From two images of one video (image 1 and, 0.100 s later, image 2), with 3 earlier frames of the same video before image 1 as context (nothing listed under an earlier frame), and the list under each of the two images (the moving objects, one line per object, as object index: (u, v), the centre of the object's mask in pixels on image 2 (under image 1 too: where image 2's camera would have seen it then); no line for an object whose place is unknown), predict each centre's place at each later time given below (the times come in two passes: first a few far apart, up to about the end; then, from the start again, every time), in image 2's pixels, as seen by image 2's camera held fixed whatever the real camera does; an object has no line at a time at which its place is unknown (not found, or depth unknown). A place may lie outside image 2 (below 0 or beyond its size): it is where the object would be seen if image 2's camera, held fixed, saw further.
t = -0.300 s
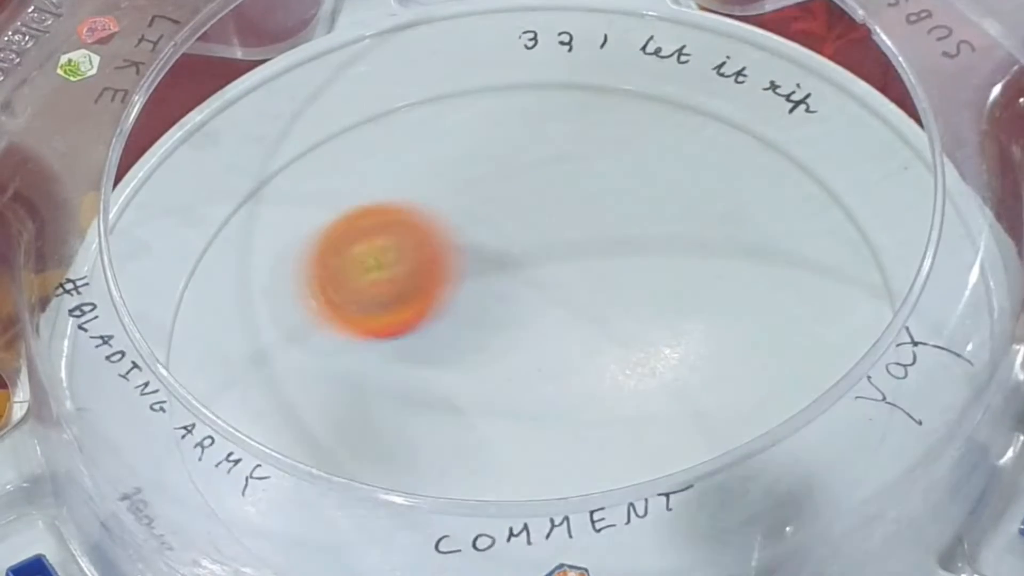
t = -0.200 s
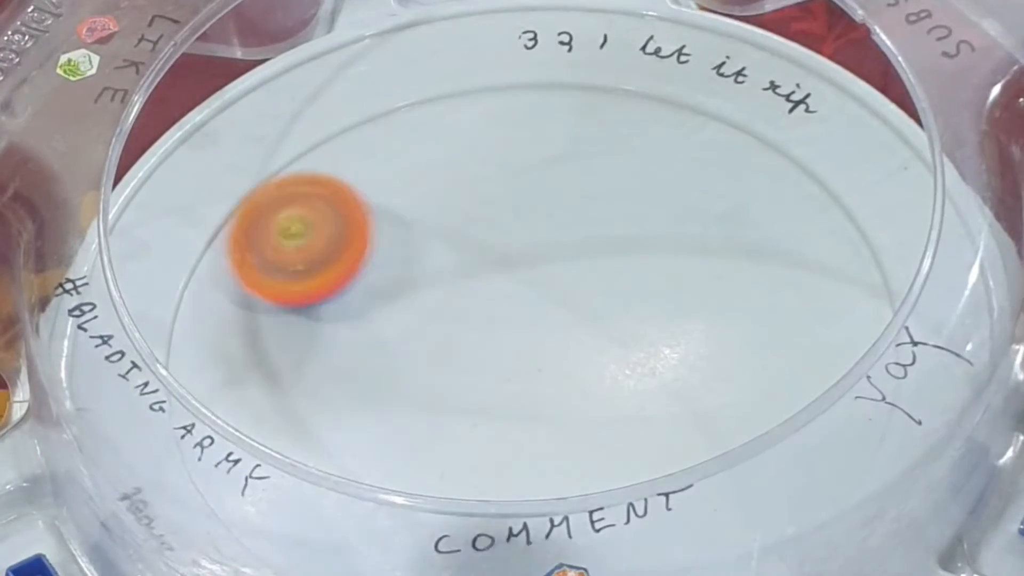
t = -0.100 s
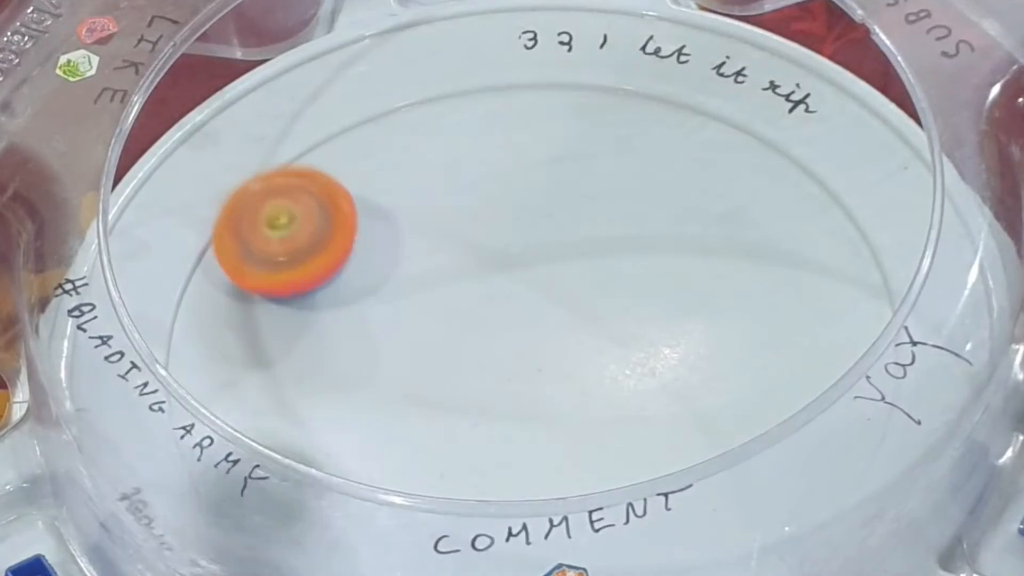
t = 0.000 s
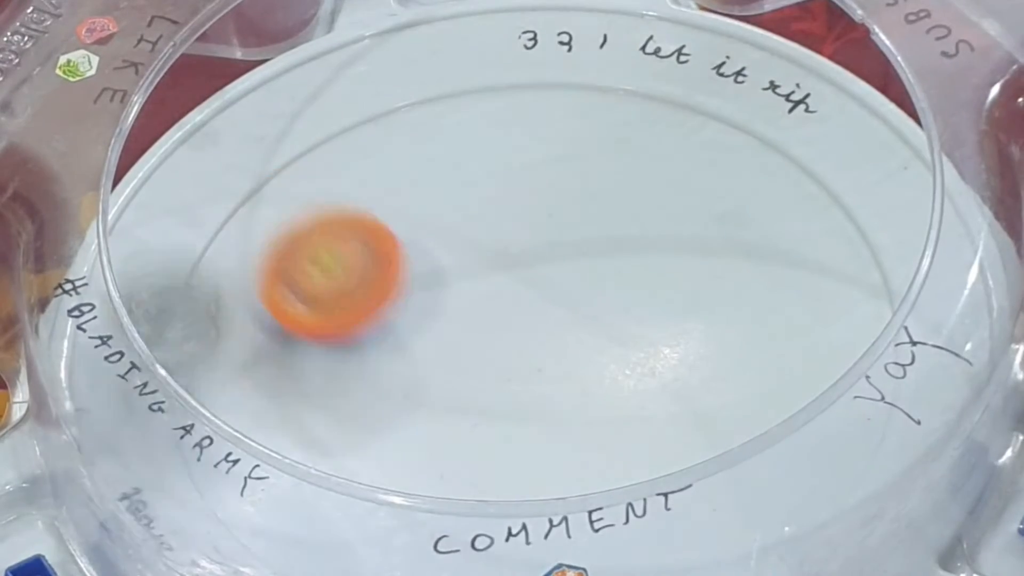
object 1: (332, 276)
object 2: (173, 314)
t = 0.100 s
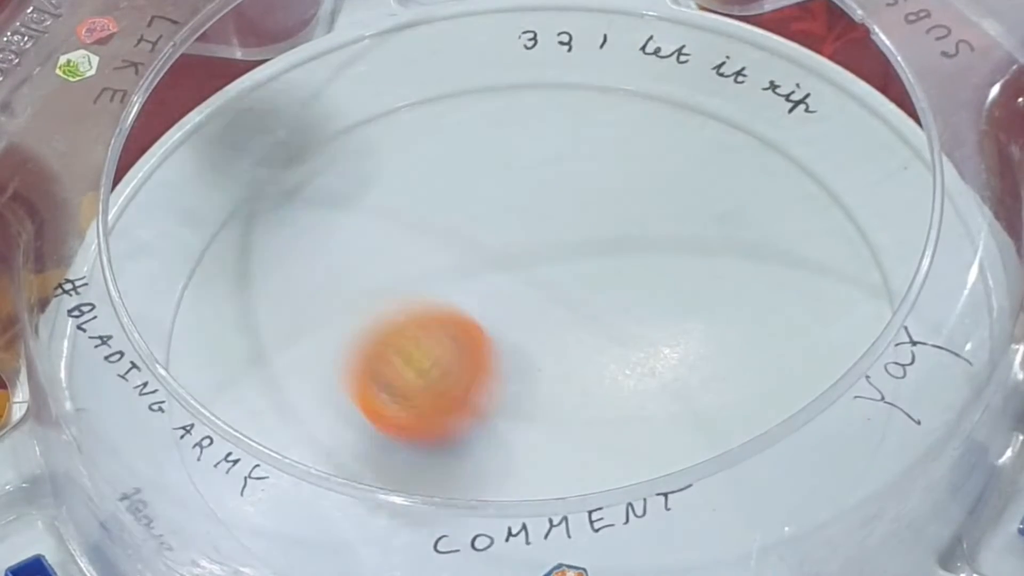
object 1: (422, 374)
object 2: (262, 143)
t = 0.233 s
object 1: (607, 465)
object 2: (561, 60)
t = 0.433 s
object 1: (865, 392)
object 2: (865, 235)
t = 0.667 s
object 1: (713, 475)
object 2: (746, 344)
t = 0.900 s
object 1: (491, 458)
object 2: (464, 245)
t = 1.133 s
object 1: (381, 378)
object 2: (484, 70)
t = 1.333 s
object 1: (408, 324)
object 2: (579, 115)
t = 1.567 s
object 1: (434, 404)
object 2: (546, 228)
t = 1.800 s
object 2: (599, 257)
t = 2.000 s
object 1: (534, 443)
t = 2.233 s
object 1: (443, 329)
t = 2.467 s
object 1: (239, 320)
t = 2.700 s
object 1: (220, 361)
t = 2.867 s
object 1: (99, 195)
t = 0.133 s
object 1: (459, 405)
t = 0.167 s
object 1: (503, 431)
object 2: (402, 83)
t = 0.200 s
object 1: (551, 444)
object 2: (472, 51)
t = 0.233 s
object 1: (607, 465)
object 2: (561, 60)
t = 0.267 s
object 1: (659, 471)
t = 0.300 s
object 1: (716, 474)
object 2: (696, 82)
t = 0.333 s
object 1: (763, 461)
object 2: (750, 109)
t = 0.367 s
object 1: (810, 445)
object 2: (799, 149)
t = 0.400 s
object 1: (848, 422)
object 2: (836, 186)
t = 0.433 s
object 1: (865, 392)
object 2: (865, 235)
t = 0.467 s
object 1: (868, 383)
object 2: (865, 253)
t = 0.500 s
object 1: (854, 408)
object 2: (858, 262)
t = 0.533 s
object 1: (824, 434)
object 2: (845, 276)
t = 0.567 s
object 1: (797, 450)
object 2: (829, 290)
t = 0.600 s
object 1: (767, 463)
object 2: (808, 307)
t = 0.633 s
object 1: (739, 470)
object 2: (781, 326)
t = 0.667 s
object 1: (713, 475)
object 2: (746, 344)
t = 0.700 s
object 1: (678, 472)
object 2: (706, 350)
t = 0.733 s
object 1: (640, 484)
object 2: (661, 351)
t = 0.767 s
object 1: (608, 489)
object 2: (617, 343)
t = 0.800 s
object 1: (574, 490)
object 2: (573, 327)
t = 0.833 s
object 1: (543, 485)
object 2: (531, 303)
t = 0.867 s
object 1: (514, 475)
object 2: (495, 278)
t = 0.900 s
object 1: (491, 458)
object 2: (464, 245)
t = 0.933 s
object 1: (466, 452)
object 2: (445, 213)
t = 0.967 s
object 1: (443, 445)
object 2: (431, 174)
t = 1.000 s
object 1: (423, 435)
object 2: (422, 138)
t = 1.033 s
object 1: (406, 423)
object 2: (429, 104)
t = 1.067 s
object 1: (394, 408)
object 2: (439, 76)
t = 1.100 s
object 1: (386, 393)
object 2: (459, 62)
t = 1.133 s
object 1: (381, 378)
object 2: (484, 70)
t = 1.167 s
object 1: (379, 363)
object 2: (512, 76)
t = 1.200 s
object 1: (380, 351)
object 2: (534, 81)
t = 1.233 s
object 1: (383, 340)
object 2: (554, 87)
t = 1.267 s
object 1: (390, 332)
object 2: (565, 93)
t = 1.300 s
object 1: (398, 326)
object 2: (574, 103)
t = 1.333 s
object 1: (408, 324)
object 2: (579, 115)
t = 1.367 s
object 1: (419, 324)
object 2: (578, 128)
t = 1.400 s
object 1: (431, 326)
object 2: (575, 152)
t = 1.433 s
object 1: (443, 331)
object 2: (573, 172)
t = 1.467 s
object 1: (454, 337)
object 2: (564, 192)
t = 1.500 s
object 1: (463, 346)
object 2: (556, 220)
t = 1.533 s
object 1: (466, 357)
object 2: (538, 242)
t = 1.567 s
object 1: (434, 404)
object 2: (546, 228)
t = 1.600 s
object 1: (402, 440)
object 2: (558, 214)
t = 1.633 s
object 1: (373, 480)
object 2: (570, 205)
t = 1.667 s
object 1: (354, 515)
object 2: (584, 202)
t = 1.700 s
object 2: (597, 208)
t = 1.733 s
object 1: (353, 540)
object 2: (608, 220)
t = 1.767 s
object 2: (610, 237)
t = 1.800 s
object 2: (599, 257)
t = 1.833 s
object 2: (582, 275)
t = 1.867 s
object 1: (449, 528)
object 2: (555, 290)
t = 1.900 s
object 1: (479, 502)
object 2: (525, 303)
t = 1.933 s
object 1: (504, 483)
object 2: (491, 311)
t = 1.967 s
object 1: (521, 457)
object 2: (461, 310)
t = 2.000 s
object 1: (534, 443)
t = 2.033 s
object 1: (541, 422)
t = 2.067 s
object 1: (540, 402)
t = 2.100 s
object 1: (532, 385)
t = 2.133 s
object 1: (517, 368)
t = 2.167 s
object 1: (497, 353)
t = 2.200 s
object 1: (472, 341)
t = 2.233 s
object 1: (443, 329)
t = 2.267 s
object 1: (414, 320)
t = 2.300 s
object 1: (385, 314)
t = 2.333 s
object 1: (353, 310)
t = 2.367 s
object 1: (320, 310)
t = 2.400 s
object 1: (291, 311)
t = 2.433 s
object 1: (266, 314)
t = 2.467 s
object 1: (239, 320)
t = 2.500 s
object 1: (216, 326)
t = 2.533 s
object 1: (203, 330)
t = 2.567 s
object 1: (196, 333)
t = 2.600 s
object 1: (201, 341)
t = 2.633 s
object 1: (208, 349)
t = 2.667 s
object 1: (214, 355)
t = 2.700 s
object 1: (220, 361)
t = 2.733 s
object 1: (226, 365)
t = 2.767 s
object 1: (216, 355)
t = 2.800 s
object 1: (166, 298)
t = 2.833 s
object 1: (118, 245)
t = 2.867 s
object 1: (99, 195)
